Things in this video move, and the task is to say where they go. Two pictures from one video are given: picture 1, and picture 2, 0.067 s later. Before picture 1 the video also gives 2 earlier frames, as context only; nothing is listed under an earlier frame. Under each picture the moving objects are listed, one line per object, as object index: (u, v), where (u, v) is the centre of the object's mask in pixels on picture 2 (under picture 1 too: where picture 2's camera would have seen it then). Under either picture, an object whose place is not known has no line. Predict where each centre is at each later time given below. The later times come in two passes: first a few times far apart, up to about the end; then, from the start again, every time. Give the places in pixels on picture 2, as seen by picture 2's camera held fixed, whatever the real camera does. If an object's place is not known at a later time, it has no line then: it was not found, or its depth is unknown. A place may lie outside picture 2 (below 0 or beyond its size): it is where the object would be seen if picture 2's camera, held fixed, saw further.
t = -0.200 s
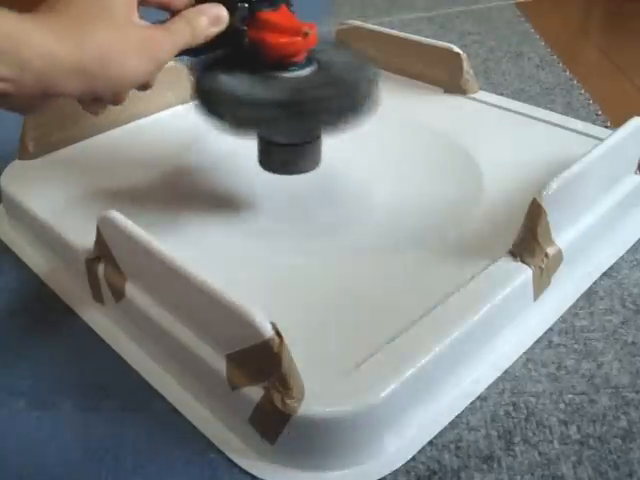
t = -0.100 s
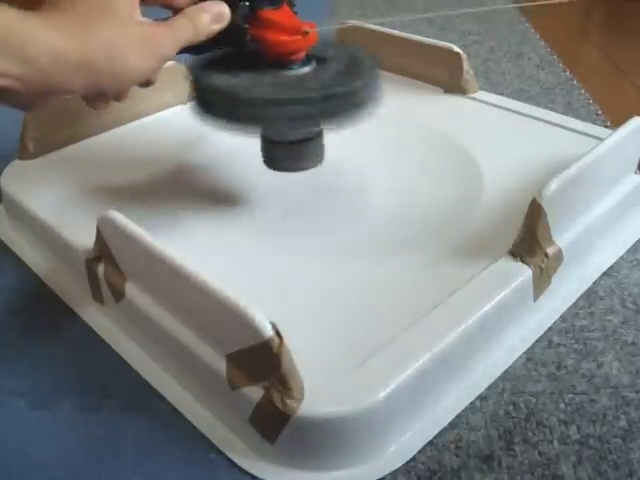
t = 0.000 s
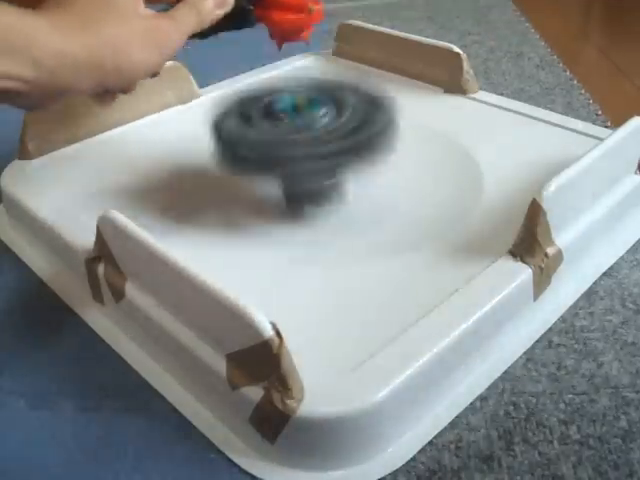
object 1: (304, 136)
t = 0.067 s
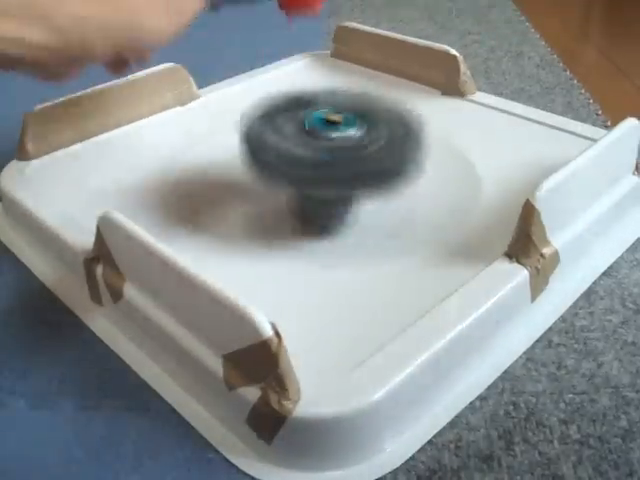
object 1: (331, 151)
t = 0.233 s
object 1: (404, 151)
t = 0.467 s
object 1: (434, 112)
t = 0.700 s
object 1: (330, 76)
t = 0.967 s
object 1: (194, 102)
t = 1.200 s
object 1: (217, 169)
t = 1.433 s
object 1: (410, 176)
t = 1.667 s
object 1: (469, 122)
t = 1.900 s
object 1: (388, 88)
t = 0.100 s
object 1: (345, 154)
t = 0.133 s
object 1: (363, 159)
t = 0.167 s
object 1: (376, 158)
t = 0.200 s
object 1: (390, 156)
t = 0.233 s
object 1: (404, 151)
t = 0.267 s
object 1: (415, 152)
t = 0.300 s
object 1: (424, 146)
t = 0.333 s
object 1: (430, 139)
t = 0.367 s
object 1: (436, 135)
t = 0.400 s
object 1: (438, 126)
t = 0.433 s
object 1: (436, 120)
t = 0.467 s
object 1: (434, 112)
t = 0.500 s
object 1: (425, 105)
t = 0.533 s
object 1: (415, 98)
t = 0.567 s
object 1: (403, 90)
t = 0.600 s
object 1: (387, 86)
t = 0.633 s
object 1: (370, 81)
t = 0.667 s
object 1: (348, 78)
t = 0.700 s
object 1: (330, 76)
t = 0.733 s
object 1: (309, 73)
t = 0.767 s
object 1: (288, 74)
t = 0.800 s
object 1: (267, 76)
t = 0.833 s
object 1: (249, 77)
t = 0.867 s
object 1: (232, 83)
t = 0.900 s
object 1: (217, 88)
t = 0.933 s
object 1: (205, 95)
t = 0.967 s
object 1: (194, 102)
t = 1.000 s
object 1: (187, 111)
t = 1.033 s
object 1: (182, 123)
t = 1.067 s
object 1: (177, 131)
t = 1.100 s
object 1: (182, 141)
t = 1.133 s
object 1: (189, 150)
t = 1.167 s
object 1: (202, 159)
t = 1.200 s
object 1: (217, 169)
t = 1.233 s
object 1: (239, 176)
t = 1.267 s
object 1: (269, 181)
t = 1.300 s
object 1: (298, 185)
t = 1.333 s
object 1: (330, 184)
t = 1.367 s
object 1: (361, 185)
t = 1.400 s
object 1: (386, 180)
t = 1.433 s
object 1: (410, 176)
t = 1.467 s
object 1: (433, 168)
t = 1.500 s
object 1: (449, 162)
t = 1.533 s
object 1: (462, 155)
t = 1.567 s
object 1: (472, 152)
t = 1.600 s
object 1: (471, 138)
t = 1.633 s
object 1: (472, 127)
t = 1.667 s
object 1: (469, 122)
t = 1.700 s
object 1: (465, 112)
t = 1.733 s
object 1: (458, 106)
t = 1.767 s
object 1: (447, 100)
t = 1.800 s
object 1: (434, 96)
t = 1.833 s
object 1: (421, 91)
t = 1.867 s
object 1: (406, 88)
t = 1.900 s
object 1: (388, 88)
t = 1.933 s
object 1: (372, 86)
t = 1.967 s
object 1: (353, 89)
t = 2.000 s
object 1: (337, 88)
